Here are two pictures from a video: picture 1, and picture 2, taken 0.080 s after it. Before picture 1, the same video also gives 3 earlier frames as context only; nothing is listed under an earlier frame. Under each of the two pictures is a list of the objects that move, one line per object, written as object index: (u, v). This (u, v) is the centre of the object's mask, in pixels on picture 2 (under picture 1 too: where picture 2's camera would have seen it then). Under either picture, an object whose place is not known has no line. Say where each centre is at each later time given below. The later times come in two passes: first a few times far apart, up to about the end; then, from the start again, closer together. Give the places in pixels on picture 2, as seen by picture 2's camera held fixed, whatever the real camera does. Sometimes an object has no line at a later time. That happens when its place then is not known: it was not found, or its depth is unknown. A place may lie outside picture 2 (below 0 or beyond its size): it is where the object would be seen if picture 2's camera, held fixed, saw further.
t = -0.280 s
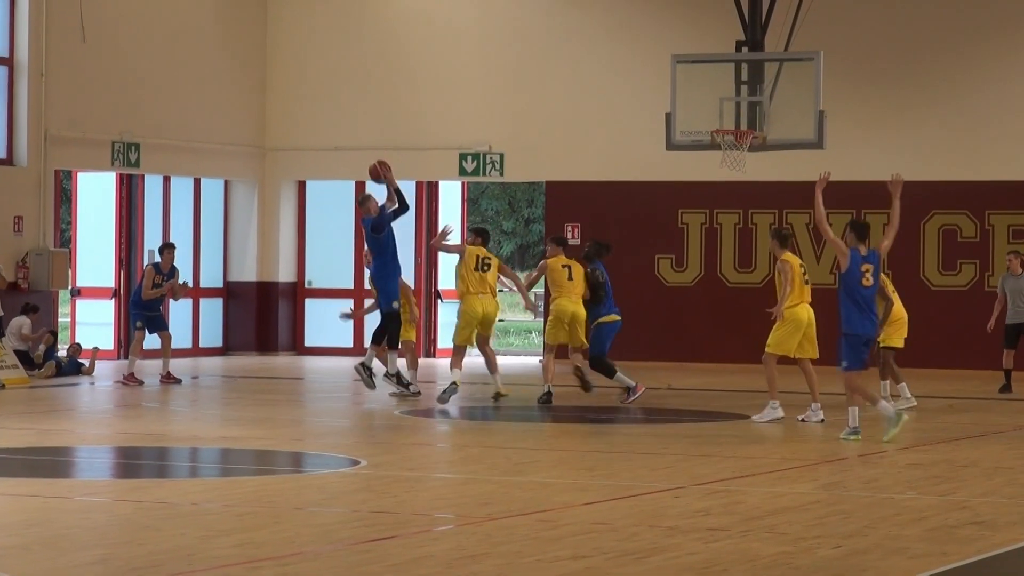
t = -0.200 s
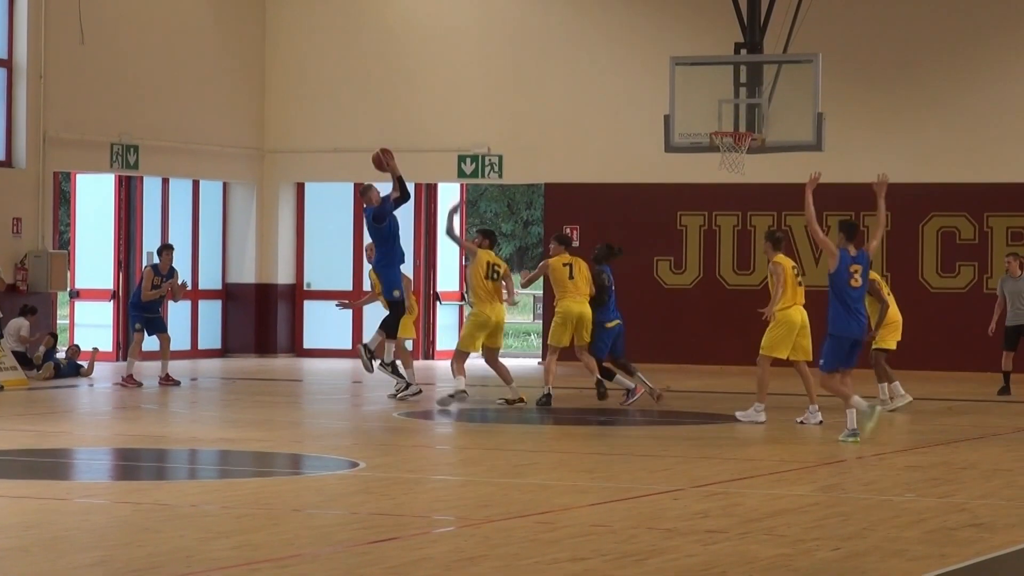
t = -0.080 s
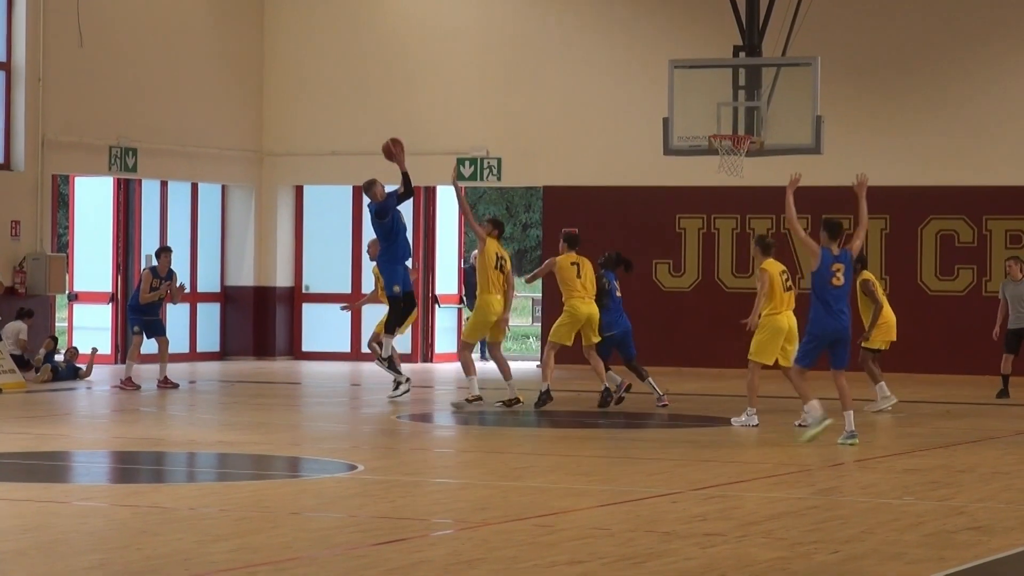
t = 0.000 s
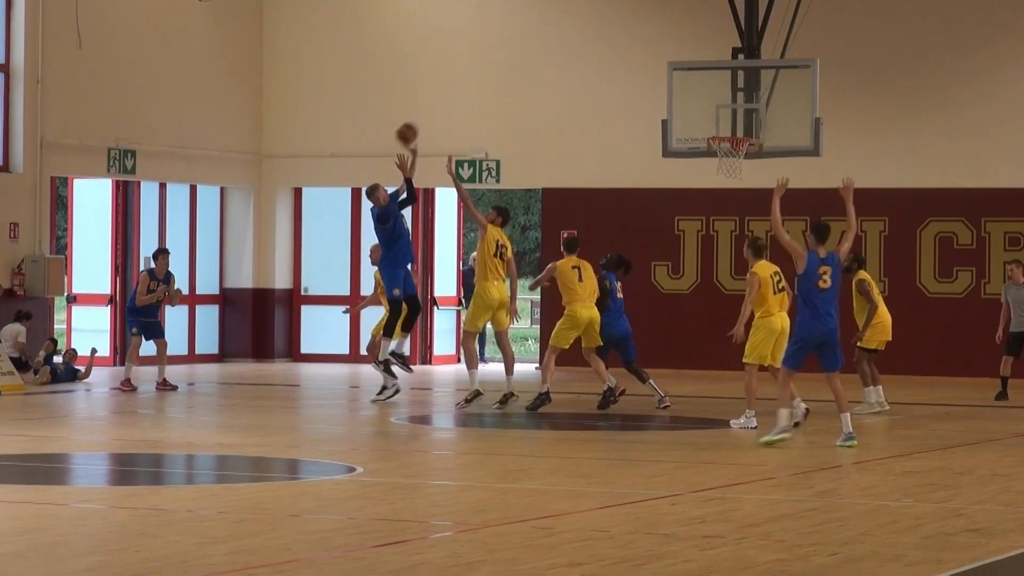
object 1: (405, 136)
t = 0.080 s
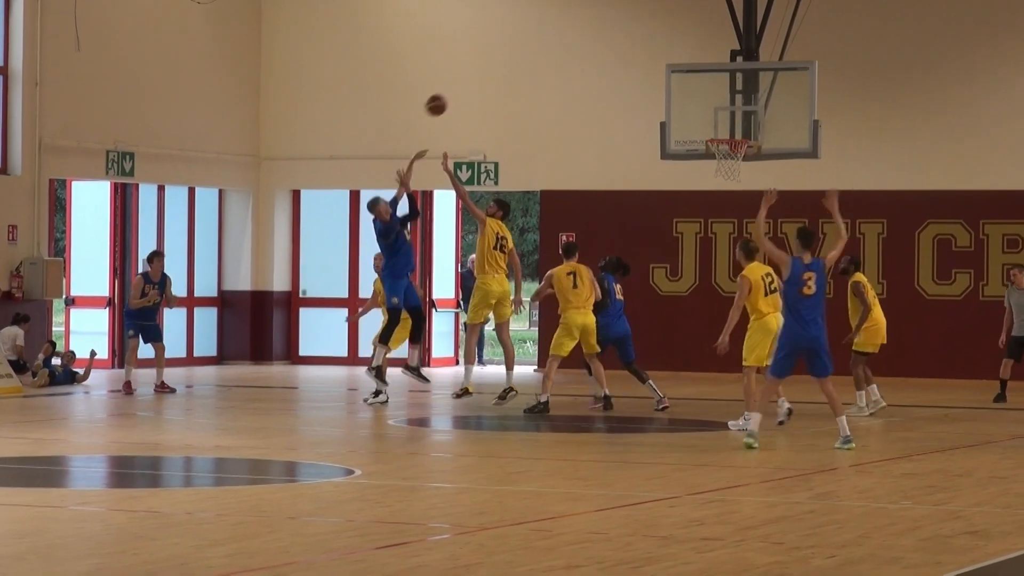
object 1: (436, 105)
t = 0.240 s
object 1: (497, 62)
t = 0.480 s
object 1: (585, 39)
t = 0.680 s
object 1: (654, 60)
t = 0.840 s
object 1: (706, 99)
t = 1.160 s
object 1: (665, 107)
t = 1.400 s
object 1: (581, 122)
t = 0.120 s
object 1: (451, 92)
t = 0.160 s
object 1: (467, 80)
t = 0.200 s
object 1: (482, 70)
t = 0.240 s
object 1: (497, 62)
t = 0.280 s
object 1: (512, 54)
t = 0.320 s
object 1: (527, 48)
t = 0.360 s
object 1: (541, 44)
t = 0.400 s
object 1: (556, 41)
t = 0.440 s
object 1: (570, 39)
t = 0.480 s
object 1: (585, 39)
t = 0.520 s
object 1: (599, 40)
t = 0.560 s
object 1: (612, 43)
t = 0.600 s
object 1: (626, 47)
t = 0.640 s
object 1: (640, 53)
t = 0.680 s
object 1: (654, 60)
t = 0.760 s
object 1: (681, 77)
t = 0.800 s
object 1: (694, 87)
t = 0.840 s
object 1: (706, 99)
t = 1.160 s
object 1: (665, 107)
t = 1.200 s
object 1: (652, 106)
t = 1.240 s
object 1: (638, 106)
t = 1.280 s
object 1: (624, 108)
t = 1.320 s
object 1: (610, 111)
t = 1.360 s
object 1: (596, 116)
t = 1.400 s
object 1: (581, 122)
